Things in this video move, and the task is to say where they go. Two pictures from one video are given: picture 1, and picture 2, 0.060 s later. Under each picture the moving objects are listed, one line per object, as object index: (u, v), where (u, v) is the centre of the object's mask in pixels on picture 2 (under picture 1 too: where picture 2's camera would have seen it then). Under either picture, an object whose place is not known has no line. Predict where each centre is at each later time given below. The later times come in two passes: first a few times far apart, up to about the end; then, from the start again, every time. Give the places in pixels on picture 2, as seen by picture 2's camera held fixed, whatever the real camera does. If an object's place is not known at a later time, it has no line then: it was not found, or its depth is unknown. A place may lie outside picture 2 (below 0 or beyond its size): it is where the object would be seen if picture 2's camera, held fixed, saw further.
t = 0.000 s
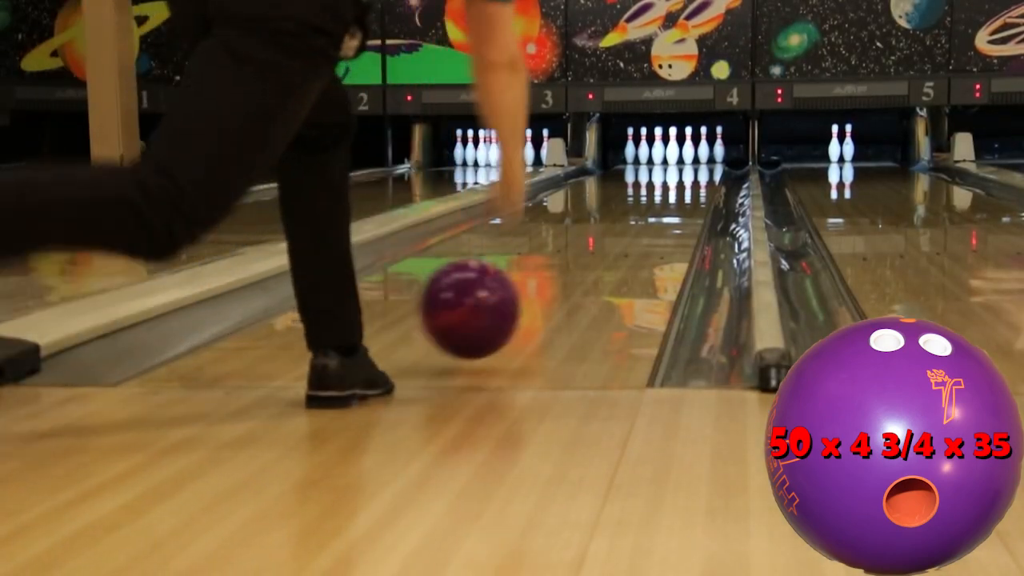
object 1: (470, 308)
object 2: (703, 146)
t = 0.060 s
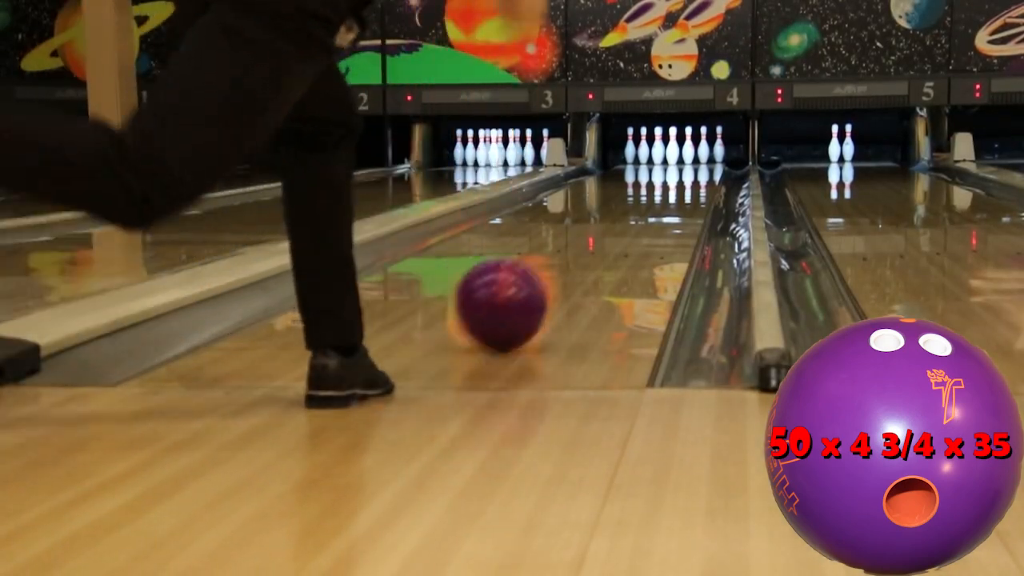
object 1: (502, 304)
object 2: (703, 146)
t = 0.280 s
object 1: (577, 257)
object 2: (703, 146)
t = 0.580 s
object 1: (634, 220)
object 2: (703, 146)
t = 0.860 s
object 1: (664, 198)
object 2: (703, 146)
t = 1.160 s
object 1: (684, 184)
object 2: (703, 146)
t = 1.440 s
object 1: (695, 174)
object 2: (703, 145)
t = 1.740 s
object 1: (702, 166)
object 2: (703, 141)
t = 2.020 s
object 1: (700, 161)
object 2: (703, 139)
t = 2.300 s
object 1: (692, 157)
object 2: (704, 144)
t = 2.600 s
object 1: (688, 153)
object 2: (703, 146)
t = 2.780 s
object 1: (691, 152)
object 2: (732, 151)
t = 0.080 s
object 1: (511, 297)
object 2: (703, 146)
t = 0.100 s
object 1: (519, 293)
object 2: (703, 145)
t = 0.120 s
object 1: (527, 288)
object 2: (703, 146)
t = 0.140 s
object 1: (535, 284)
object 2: (703, 146)
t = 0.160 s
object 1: (542, 279)
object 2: (703, 145)
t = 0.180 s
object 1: (548, 275)
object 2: (703, 145)
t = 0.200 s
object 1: (554, 271)
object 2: (703, 145)
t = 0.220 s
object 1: (561, 267)
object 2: (703, 146)
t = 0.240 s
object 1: (566, 263)
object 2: (703, 146)
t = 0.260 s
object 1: (572, 260)
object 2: (703, 146)
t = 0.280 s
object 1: (577, 257)
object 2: (703, 146)
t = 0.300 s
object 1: (582, 254)
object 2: (703, 146)
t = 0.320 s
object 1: (587, 250)
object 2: (703, 146)
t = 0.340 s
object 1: (592, 247)
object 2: (703, 146)
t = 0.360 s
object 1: (596, 244)
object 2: (703, 146)
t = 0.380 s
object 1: (601, 242)
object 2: (703, 146)
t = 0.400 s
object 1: (605, 239)
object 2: (703, 146)
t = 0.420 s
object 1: (609, 236)
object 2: (703, 146)
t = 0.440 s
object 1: (613, 234)
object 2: (703, 146)
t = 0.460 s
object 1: (616, 232)
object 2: (703, 146)
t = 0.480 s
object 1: (619, 229)
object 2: (703, 146)
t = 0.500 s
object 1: (622, 227)
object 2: (703, 146)
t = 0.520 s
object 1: (625, 225)
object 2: (703, 146)
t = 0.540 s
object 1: (628, 224)
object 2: (703, 146)
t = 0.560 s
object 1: (631, 222)
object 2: (703, 146)
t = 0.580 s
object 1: (634, 220)
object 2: (703, 146)
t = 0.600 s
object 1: (637, 218)
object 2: (703, 146)
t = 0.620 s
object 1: (640, 216)
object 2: (703, 146)
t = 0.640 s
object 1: (642, 214)
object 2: (703, 146)
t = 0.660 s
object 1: (644, 213)
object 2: (703, 146)
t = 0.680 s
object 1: (647, 211)
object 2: (703, 146)
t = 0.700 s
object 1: (649, 210)
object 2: (703, 146)
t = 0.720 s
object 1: (651, 208)
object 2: (703, 146)
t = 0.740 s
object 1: (653, 207)
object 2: (703, 146)
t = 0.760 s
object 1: (655, 205)
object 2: (703, 146)
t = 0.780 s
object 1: (657, 204)
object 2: (703, 146)
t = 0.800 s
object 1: (659, 202)
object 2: (703, 146)
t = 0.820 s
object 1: (661, 201)
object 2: (703, 146)
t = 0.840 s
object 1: (663, 200)
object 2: (703, 146)
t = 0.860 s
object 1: (664, 198)
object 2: (703, 146)
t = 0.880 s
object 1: (666, 197)
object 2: (703, 146)
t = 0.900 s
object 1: (667, 196)
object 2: (703, 146)
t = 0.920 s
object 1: (668, 195)
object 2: (703, 146)
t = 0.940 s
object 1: (670, 194)
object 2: (703, 146)
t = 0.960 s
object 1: (672, 193)
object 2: (703, 146)
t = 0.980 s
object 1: (674, 192)
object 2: (703, 146)
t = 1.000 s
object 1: (675, 191)
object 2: (703, 146)
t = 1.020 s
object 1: (676, 190)
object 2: (703, 146)
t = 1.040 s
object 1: (678, 189)
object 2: (703, 146)
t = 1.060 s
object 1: (679, 188)
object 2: (703, 146)
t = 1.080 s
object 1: (680, 187)
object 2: (703, 146)
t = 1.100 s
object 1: (681, 186)
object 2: (703, 146)
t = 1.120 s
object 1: (682, 185)
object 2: (703, 146)
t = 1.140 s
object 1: (683, 185)
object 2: (703, 146)
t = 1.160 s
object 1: (684, 184)
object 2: (703, 146)
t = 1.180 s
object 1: (685, 183)
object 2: (703, 146)
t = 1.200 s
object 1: (686, 182)
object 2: (703, 146)
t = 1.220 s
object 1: (687, 182)
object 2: (703, 146)
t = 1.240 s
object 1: (688, 181)
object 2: (703, 146)
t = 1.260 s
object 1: (689, 181)
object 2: (703, 146)
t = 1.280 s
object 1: (690, 180)
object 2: (703, 146)
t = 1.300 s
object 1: (690, 179)
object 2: (703, 146)
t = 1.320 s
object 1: (691, 178)
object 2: (703, 146)
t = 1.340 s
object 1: (692, 177)
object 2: (703, 146)
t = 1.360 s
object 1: (693, 176)
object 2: (703, 146)
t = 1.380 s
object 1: (694, 176)
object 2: (703, 145)
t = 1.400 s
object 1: (694, 175)
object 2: (703, 145)
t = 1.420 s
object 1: (694, 174)
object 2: (703, 145)
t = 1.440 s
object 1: (695, 174)
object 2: (703, 145)
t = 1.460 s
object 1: (696, 173)
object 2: (703, 144)
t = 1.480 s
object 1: (696, 172)
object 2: (703, 144)
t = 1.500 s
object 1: (697, 172)
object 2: (703, 144)
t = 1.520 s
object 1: (697, 171)
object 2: (703, 143)
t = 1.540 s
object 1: (698, 171)
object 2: (703, 143)
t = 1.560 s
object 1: (698, 170)
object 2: (703, 143)
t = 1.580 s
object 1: (699, 170)
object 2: (703, 142)
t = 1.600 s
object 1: (699, 169)
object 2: (703, 142)
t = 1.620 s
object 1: (700, 169)
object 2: (703, 142)
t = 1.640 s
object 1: (700, 168)
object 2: (703, 142)
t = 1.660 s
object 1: (701, 168)
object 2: (703, 141)
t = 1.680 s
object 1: (701, 167)
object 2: (703, 141)
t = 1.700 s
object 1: (701, 167)
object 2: (703, 141)
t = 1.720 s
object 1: (702, 166)
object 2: (703, 141)
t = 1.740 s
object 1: (702, 166)
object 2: (703, 141)
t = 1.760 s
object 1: (702, 165)
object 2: (703, 140)
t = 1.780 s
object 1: (702, 165)
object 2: (703, 140)
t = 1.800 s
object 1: (702, 165)
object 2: (703, 140)
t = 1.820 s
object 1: (702, 164)
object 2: (703, 140)
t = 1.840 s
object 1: (702, 164)
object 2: (703, 140)
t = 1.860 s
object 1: (702, 163)
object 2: (703, 140)
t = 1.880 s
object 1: (702, 163)
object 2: (703, 140)
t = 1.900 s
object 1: (702, 163)
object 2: (703, 139)
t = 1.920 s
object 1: (701, 162)
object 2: (703, 139)
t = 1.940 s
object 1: (701, 162)
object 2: (703, 139)
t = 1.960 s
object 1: (701, 162)
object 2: (703, 139)
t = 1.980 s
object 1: (701, 162)
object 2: (703, 139)
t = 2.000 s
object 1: (700, 161)
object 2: (703, 139)
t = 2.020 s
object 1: (700, 161)
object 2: (703, 139)
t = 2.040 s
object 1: (700, 160)
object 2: (703, 139)
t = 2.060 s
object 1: (699, 160)
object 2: (704, 139)
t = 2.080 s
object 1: (699, 160)
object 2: (704, 139)
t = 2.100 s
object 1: (698, 159)
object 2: (704, 139)
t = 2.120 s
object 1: (698, 159)
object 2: (704, 139)
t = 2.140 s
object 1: (697, 159)
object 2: (704, 139)
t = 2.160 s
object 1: (696, 159)
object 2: (704, 140)
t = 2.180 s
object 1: (696, 158)
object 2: (704, 140)
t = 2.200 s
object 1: (695, 158)
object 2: (704, 141)
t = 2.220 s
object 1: (694, 158)
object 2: (704, 141)
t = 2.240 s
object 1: (693, 157)
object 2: (704, 142)
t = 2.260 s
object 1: (693, 157)
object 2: (704, 143)
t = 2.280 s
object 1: (692, 157)
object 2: (704, 144)
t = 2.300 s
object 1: (692, 157)
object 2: (704, 144)
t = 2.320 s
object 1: (691, 156)
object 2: (704, 144)
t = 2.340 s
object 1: (690, 157)
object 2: (704, 145)
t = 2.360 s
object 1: (690, 157)
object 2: (704, 145)
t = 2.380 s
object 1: (689, 156)
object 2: (703, 145)
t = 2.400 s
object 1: (688, 156)
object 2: (703, 146)
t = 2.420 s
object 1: (688, 156)
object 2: (703, 146)
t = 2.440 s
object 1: (687, 155)
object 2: (703, 146)
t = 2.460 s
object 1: (687, 154)
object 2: (703, 146)
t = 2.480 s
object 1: (686, 154)
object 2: (703, 146)
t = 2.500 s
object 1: (686, 154)
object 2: (703, 146)
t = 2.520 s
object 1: (686, 154)
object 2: (703, 146)
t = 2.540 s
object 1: (686, 154)
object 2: (703, 146)
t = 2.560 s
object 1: (686, 154)
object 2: (703, 146)
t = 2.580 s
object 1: (687, 154)
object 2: (703, 146)
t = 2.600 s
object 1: (688, 153)
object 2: (703, 146)
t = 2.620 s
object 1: (689, 153)
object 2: (703, 145)
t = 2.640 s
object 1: (690, 153)
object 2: (704, 145)
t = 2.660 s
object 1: (690, 153)
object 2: (705, 145)
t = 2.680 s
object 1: (691, 153)
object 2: (708, 146)
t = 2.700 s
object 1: (690, 152)
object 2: (713, 146)
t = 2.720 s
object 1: (690, 153)
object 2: (717, 148)
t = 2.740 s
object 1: (690, 153)
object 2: (721, 149)
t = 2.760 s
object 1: (691, 152)
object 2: (727, 149)
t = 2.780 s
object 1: (691, 152)
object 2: (732, 151)
